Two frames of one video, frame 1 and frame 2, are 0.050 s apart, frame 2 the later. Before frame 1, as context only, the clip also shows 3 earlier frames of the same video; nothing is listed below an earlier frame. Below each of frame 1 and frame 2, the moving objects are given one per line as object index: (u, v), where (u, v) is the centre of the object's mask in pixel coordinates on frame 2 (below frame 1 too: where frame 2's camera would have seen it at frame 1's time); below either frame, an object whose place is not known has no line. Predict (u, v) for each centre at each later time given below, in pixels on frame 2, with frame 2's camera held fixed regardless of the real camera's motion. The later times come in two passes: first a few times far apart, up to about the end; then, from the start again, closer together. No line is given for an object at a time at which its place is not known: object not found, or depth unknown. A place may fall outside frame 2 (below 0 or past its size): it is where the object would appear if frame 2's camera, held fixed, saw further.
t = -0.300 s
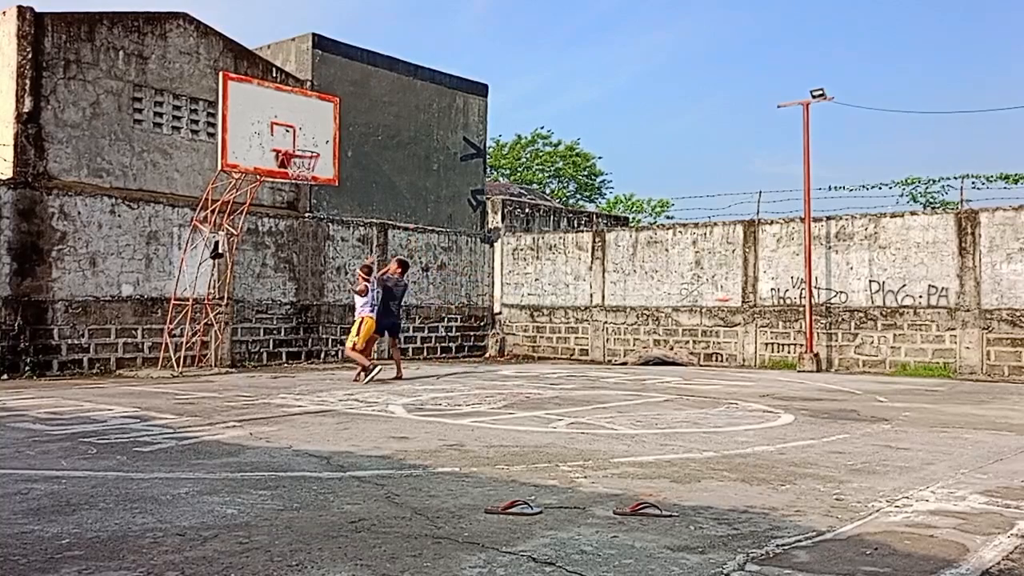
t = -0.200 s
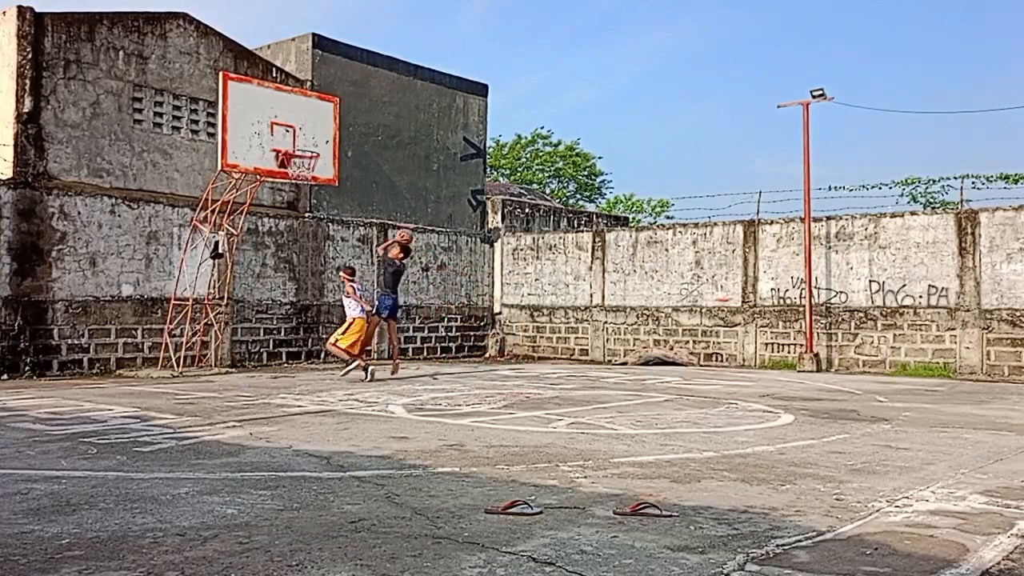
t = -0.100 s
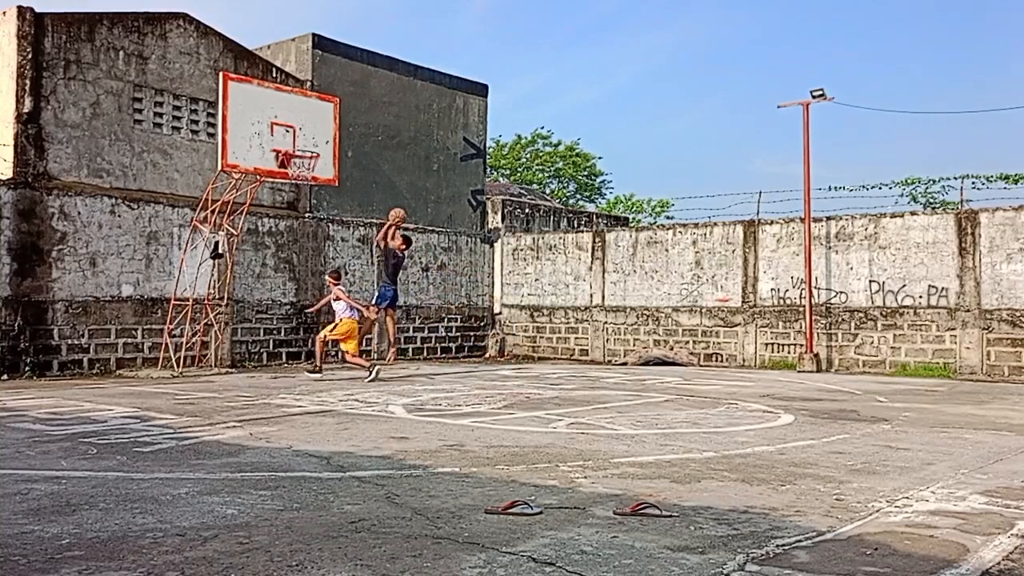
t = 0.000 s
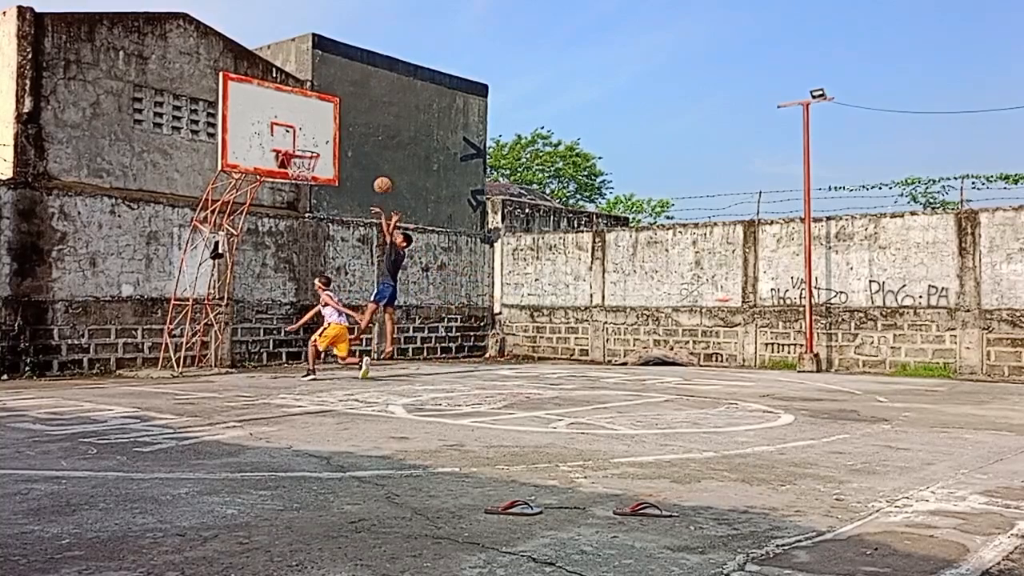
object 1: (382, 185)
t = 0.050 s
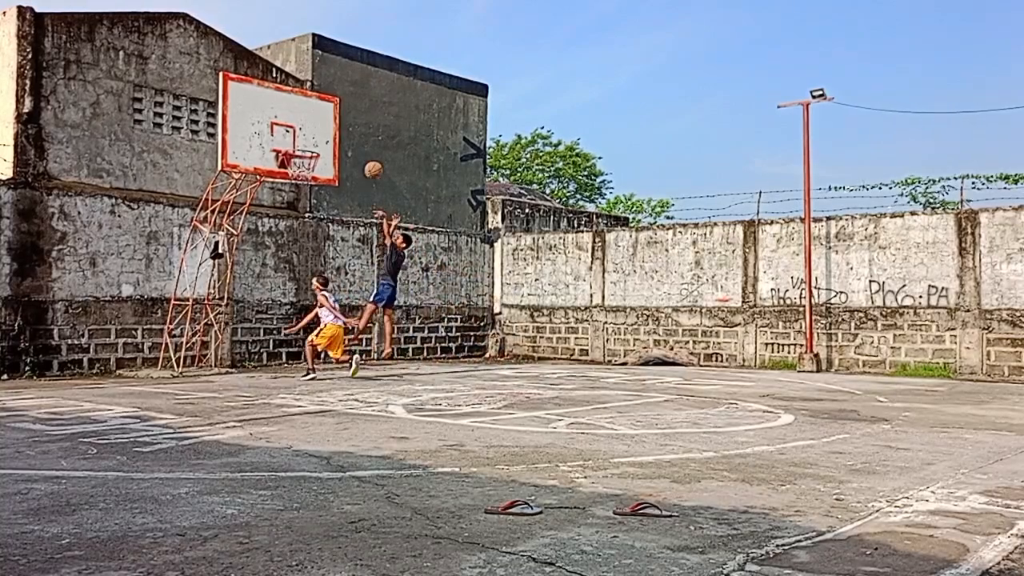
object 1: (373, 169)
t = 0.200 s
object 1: (346, 133)
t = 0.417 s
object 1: (304, 109)
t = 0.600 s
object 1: (284, 114)
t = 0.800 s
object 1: (273, 149)
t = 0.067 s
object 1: (370, 165)
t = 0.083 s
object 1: (367, 160)
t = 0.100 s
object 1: (364, 156)
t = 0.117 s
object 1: (361, 151)
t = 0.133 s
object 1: (358, 147)
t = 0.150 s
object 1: (355, 144)
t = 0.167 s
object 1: (352, 140)
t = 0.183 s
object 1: (349, 137)
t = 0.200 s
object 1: (346, 133)
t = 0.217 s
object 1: (344, 130)
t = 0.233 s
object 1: (340, 127)
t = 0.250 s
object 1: (337, 125)
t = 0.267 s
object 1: (334, 123)
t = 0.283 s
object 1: (330, 120)
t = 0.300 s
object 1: (327, 118)
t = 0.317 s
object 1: (324, 116)
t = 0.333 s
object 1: (320, 115)
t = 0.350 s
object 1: (317, 113)
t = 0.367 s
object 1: (314, 111)
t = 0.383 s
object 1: (311, 111)
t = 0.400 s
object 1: (308, 110)
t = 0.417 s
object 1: (304, 109)
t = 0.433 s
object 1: (301, 108)
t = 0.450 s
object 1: (298, 108)
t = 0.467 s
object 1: (295, 108)
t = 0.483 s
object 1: (291, 108)
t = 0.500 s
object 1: (288, 108)
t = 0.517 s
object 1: (288, 109)
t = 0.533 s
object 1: (287, 109)
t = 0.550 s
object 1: (286, 110)
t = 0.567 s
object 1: (285, 111)
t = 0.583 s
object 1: (285, 112)
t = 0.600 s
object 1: (284, 114)
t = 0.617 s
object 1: (283, 116)
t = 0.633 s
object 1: (282, 118)
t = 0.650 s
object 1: (281, 120)
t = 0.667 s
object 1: (280, 122)
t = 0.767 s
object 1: (276, 141)
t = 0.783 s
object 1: (275, 145)
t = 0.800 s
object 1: (273, 149)
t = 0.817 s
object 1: (272, 154)
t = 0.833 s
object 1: (272, 157)
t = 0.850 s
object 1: (271, 162)
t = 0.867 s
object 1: (270, 168)
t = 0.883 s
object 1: (268, 174)
